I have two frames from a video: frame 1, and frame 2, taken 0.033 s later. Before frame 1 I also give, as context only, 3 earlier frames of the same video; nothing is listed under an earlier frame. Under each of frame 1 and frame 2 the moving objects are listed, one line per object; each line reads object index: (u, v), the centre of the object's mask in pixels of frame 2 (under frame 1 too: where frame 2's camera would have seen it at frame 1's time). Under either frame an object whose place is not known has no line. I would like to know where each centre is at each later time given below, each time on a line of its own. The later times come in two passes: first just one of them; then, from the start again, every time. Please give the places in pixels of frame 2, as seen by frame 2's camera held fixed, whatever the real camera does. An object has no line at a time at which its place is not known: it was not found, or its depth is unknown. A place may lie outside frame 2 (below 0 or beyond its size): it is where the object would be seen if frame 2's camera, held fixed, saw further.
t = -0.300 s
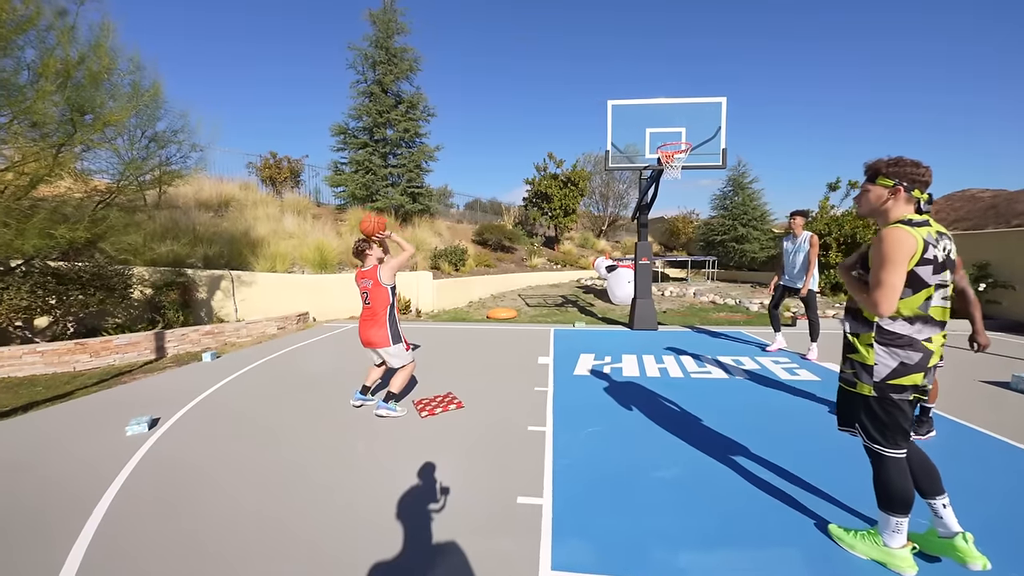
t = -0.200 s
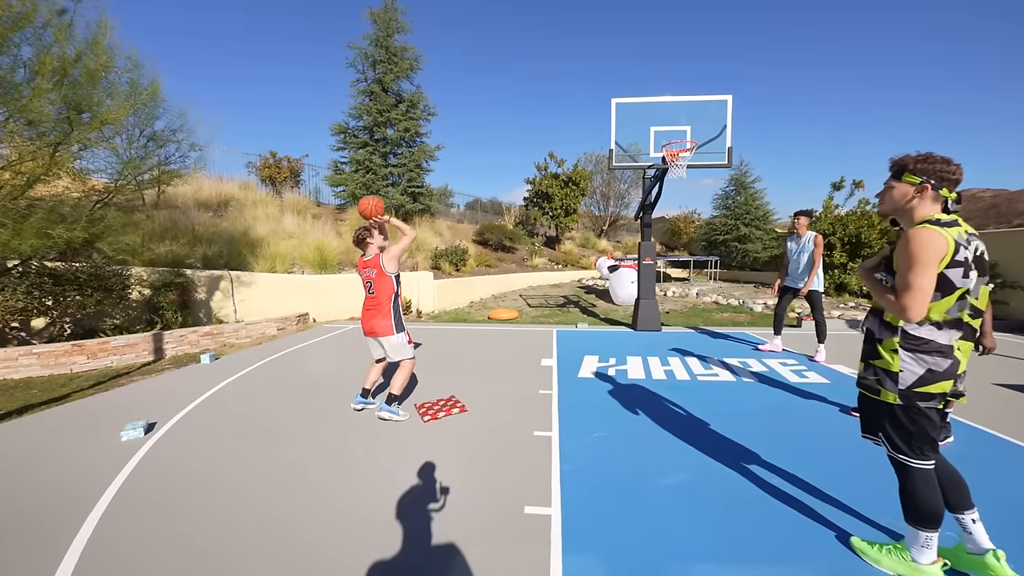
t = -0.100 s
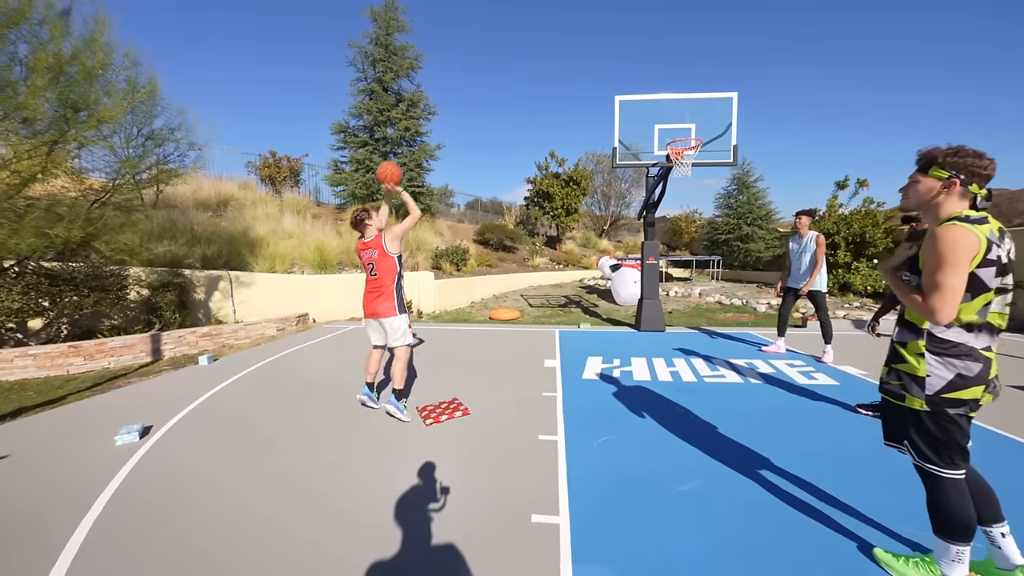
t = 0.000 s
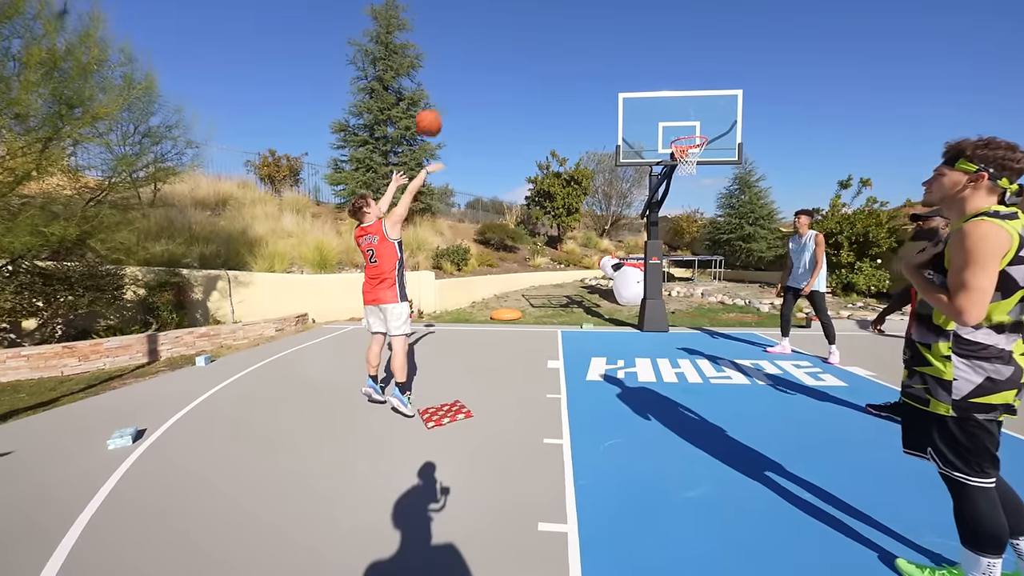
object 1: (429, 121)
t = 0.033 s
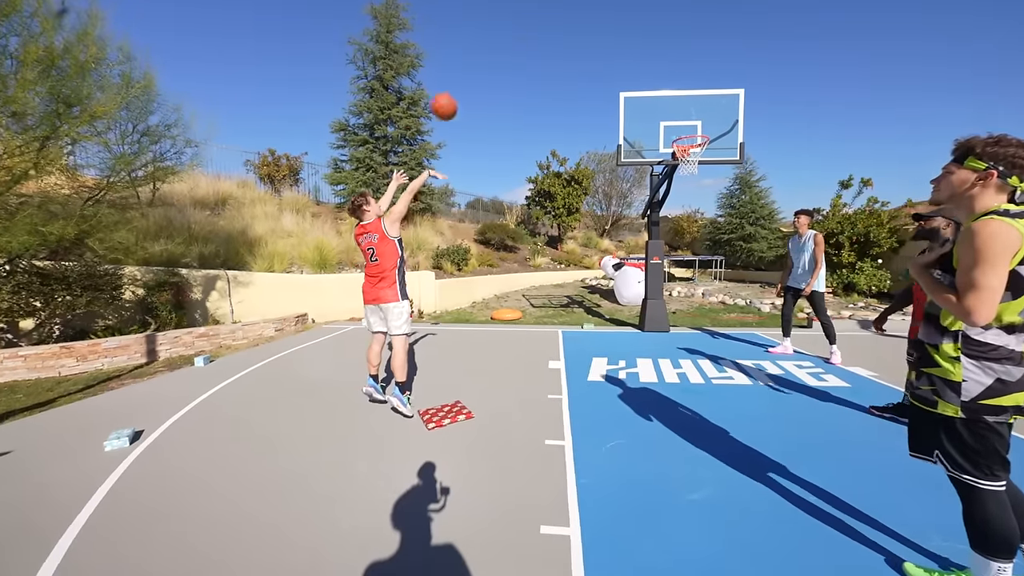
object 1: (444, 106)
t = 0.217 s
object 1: (519, 51)
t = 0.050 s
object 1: (451, 100)
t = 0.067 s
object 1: (459, 93)
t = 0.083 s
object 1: (466, 87)
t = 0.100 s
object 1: (473, 81)
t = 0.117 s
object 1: (480, 76)
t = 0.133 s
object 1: (487, 71)
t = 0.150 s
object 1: (493, 66)
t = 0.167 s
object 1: (500, 62)
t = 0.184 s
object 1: (506, 58)
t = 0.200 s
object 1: (513, 54)
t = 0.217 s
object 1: (519, 51)
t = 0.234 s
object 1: (525, 48)
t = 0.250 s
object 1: (531, 45)
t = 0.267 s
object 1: (537, 43)
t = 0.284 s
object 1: (543, 41)
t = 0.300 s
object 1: (548, 39)
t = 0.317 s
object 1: (554, 38)
